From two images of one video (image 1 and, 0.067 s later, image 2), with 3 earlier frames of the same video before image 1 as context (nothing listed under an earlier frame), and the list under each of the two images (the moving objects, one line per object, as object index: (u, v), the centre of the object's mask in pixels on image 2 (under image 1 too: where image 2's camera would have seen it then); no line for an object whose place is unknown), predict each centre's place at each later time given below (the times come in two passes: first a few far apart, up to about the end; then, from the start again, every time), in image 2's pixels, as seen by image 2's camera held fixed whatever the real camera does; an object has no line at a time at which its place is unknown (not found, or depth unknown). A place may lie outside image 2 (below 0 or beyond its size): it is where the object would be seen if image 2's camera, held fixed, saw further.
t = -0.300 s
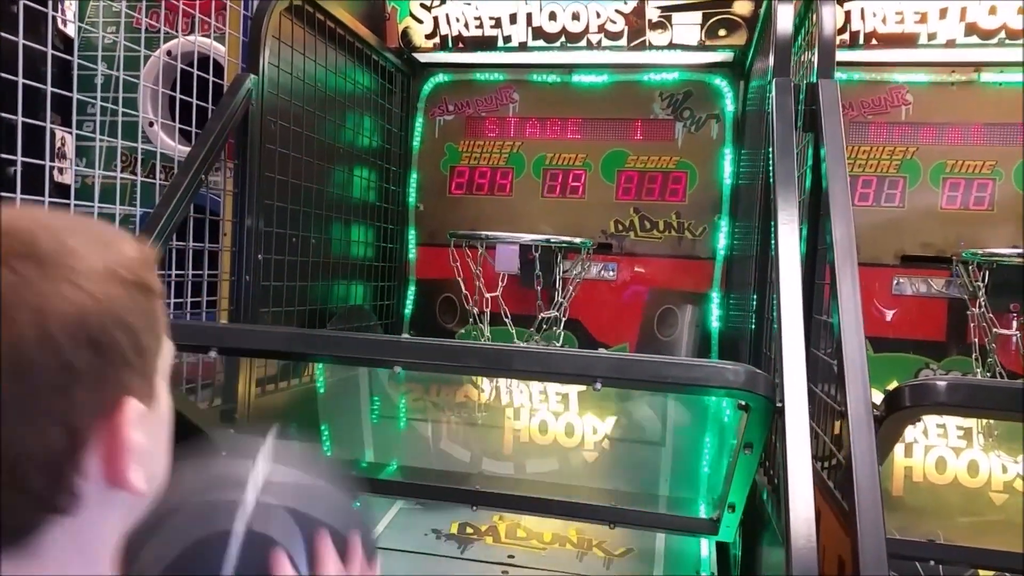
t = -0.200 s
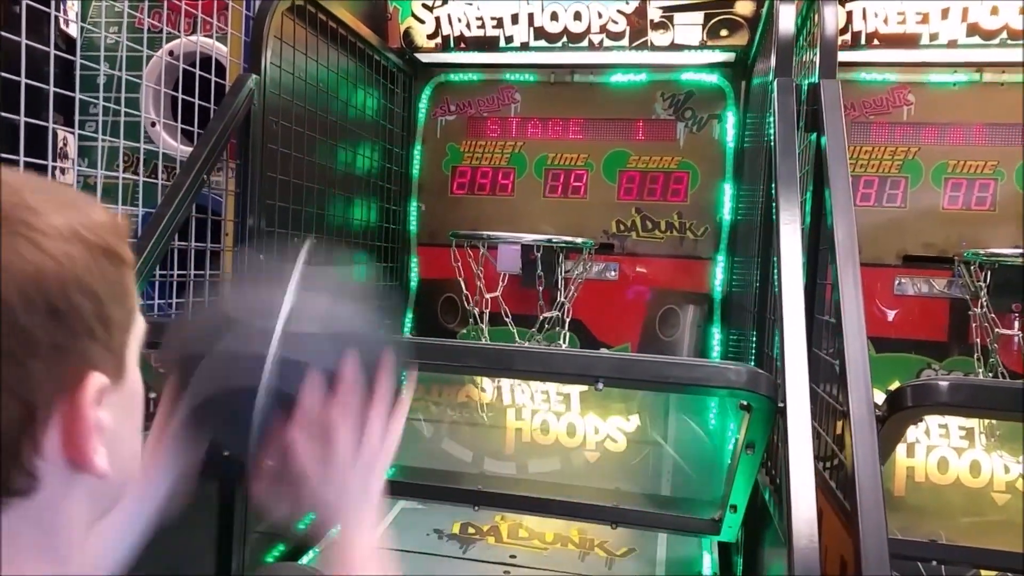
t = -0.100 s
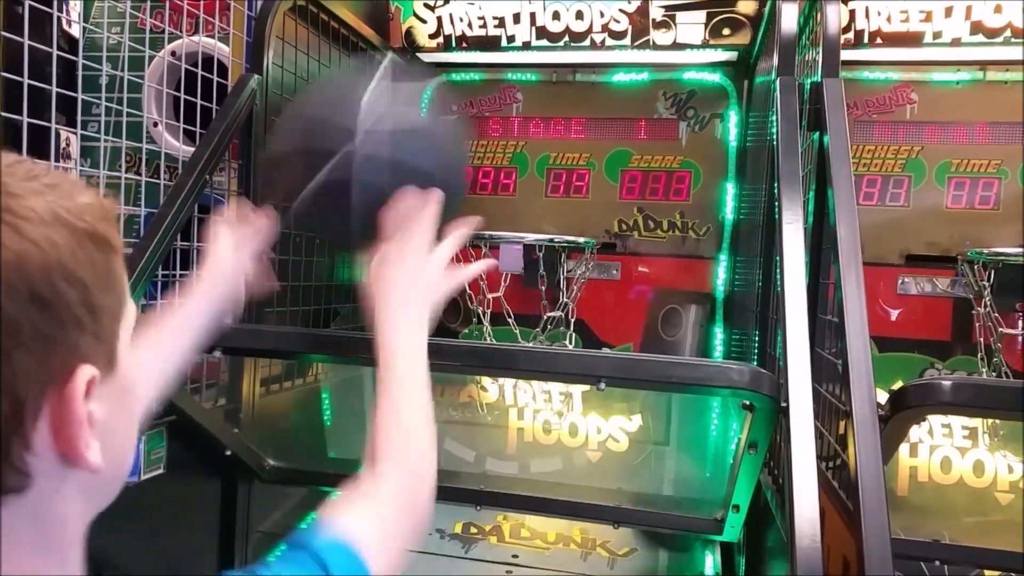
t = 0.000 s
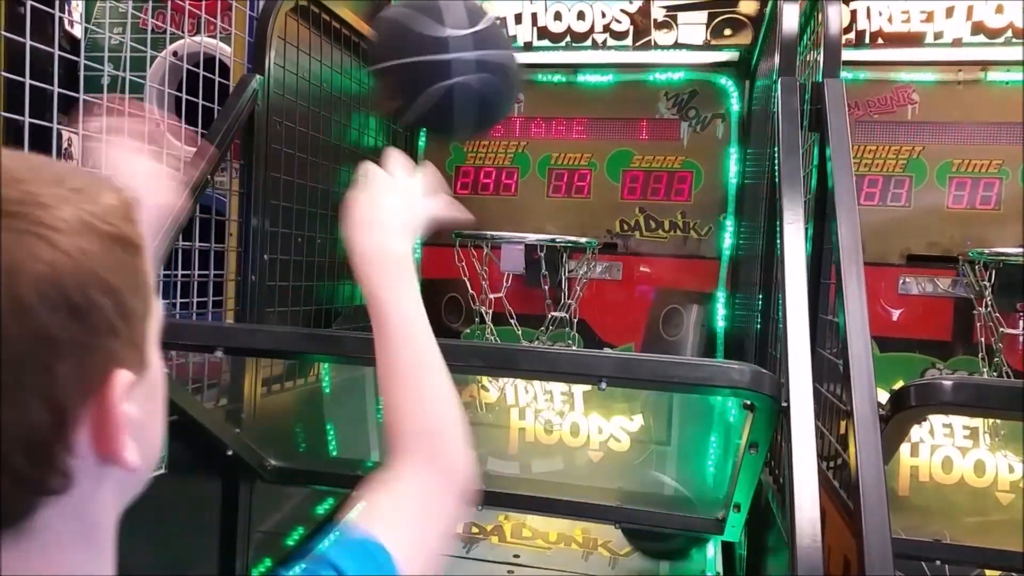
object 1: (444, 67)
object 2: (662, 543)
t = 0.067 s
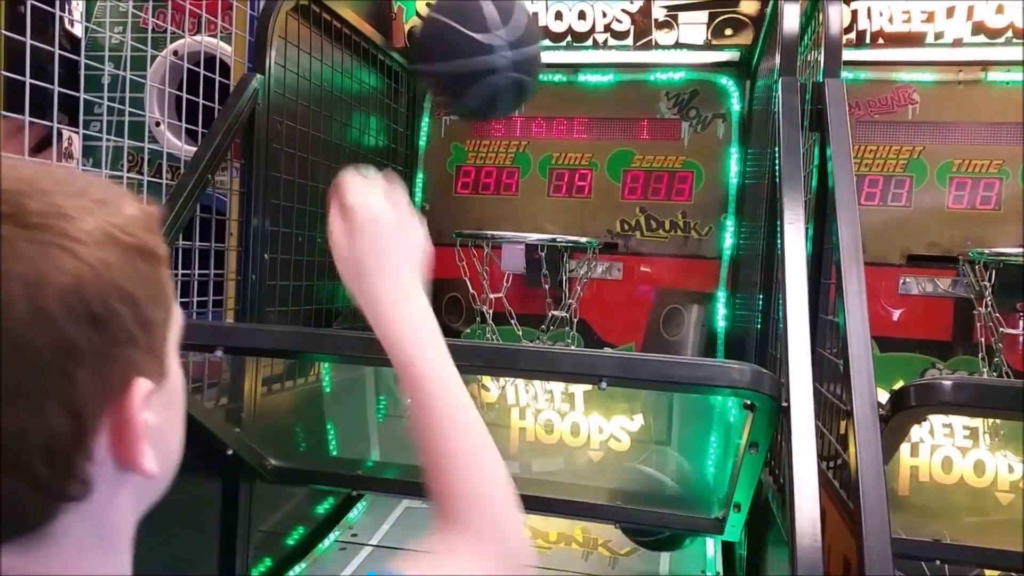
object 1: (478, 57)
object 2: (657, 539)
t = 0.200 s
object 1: (520, 101)
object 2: (640, 550)
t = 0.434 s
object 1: (517, 183)
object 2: (606, 550)
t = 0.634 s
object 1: (416, 192)
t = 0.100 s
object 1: (492, 58)
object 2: (654, 538)
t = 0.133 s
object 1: (503, 67)
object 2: (651, 540)
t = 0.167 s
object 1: (512, 82)
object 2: (647, 545)
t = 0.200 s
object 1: (520, 101)
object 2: (640, 550)
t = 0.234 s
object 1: (526, 119)
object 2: (632, 552)
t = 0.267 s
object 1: (532, 140)
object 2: (628, 552)
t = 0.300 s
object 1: (537, 171)
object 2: (625, 550)
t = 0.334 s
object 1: (542, 196)
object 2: (623, 540)
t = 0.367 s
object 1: (539, 205)
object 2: (617, 549)
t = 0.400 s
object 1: (529, 195)
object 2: (611, 549)
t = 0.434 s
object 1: (517, 183)
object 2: (606, 550)
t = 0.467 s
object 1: (503, 174)
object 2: (601, 552)
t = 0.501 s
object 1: (487, 167)
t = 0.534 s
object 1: (472, 166)
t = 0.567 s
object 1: (455, 168)
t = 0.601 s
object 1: (434, 177)
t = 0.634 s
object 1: (416, 192)
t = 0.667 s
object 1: (391, 216)
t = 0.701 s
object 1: (363, 248)
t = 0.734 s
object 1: (338, 279)
